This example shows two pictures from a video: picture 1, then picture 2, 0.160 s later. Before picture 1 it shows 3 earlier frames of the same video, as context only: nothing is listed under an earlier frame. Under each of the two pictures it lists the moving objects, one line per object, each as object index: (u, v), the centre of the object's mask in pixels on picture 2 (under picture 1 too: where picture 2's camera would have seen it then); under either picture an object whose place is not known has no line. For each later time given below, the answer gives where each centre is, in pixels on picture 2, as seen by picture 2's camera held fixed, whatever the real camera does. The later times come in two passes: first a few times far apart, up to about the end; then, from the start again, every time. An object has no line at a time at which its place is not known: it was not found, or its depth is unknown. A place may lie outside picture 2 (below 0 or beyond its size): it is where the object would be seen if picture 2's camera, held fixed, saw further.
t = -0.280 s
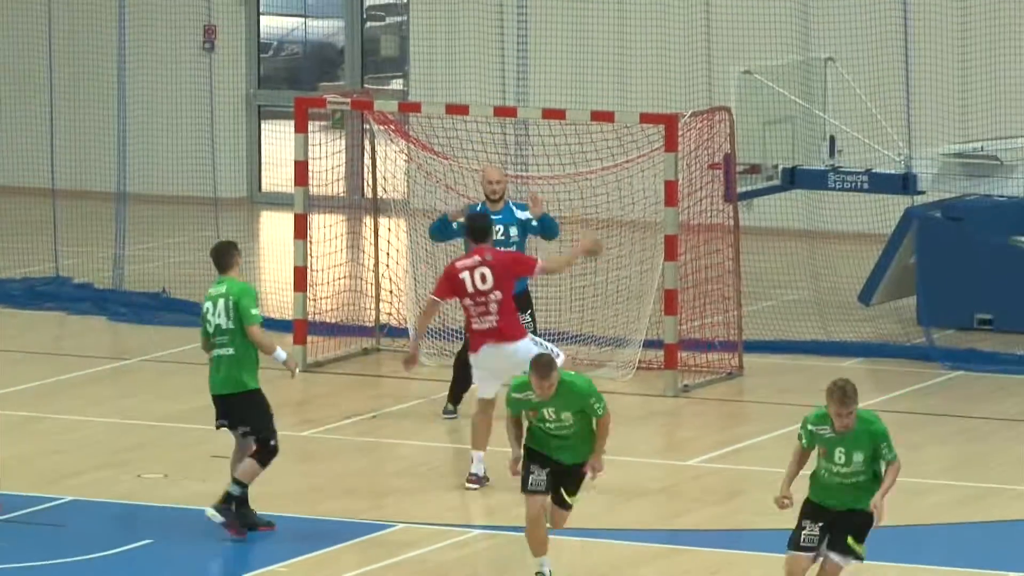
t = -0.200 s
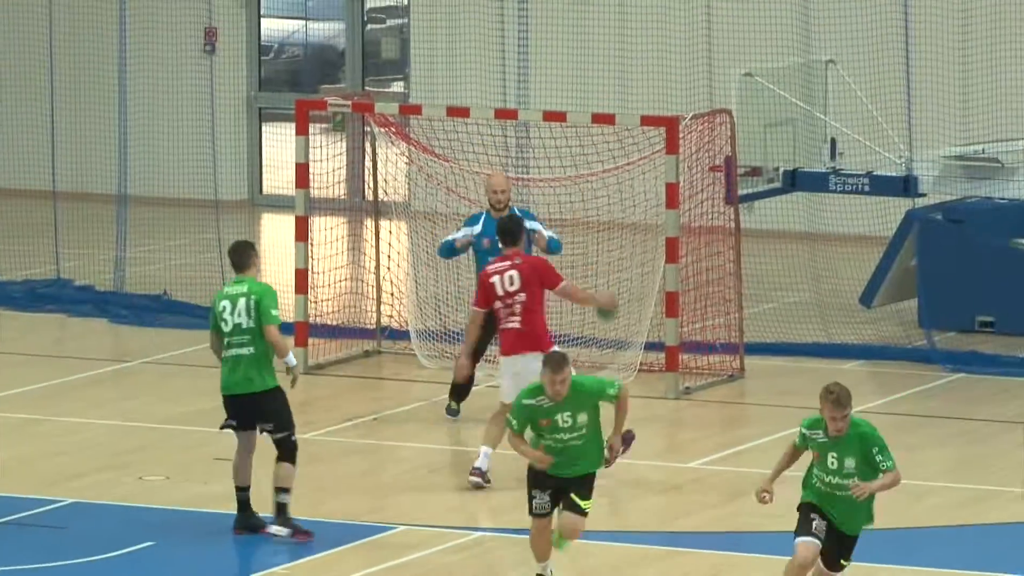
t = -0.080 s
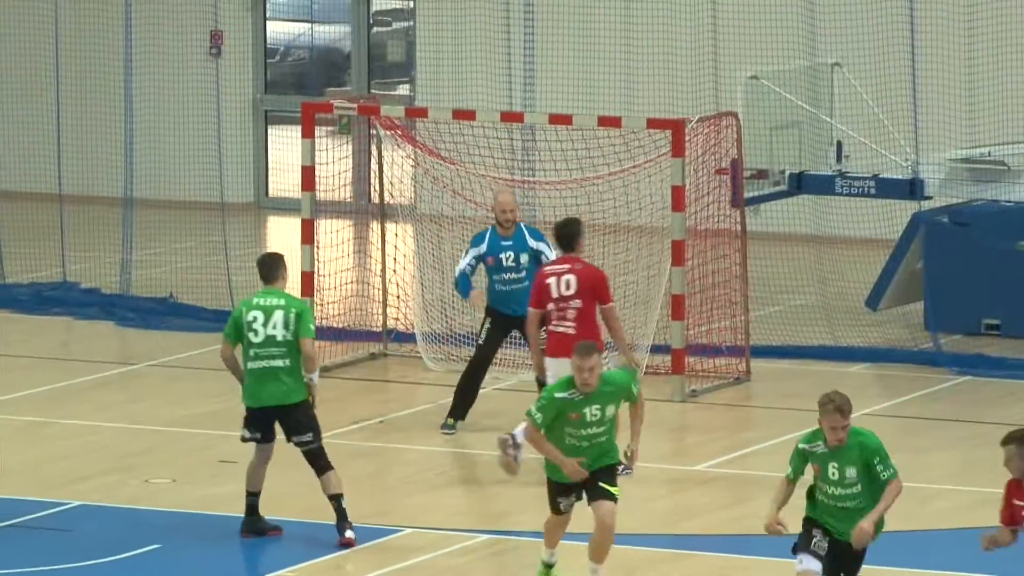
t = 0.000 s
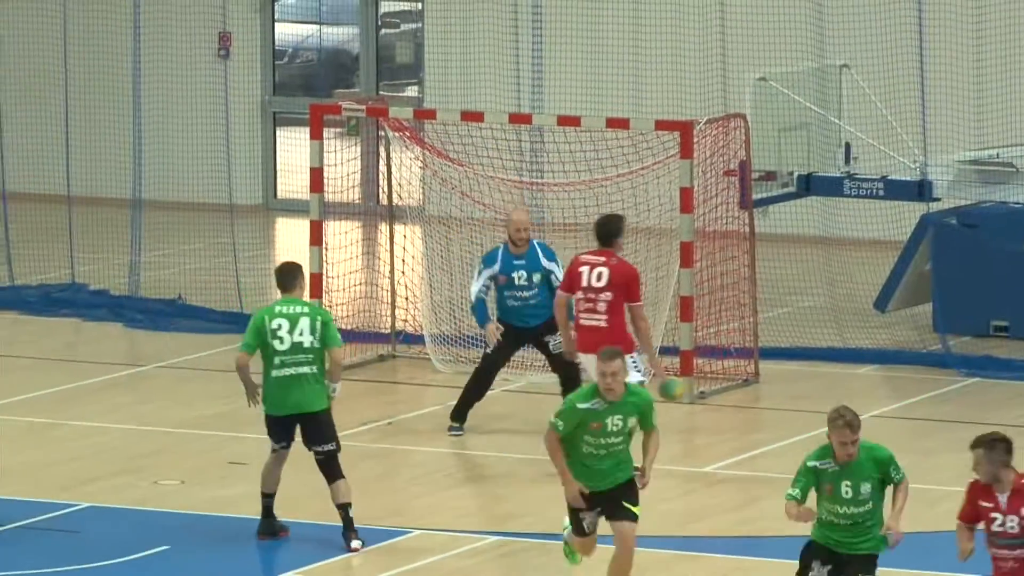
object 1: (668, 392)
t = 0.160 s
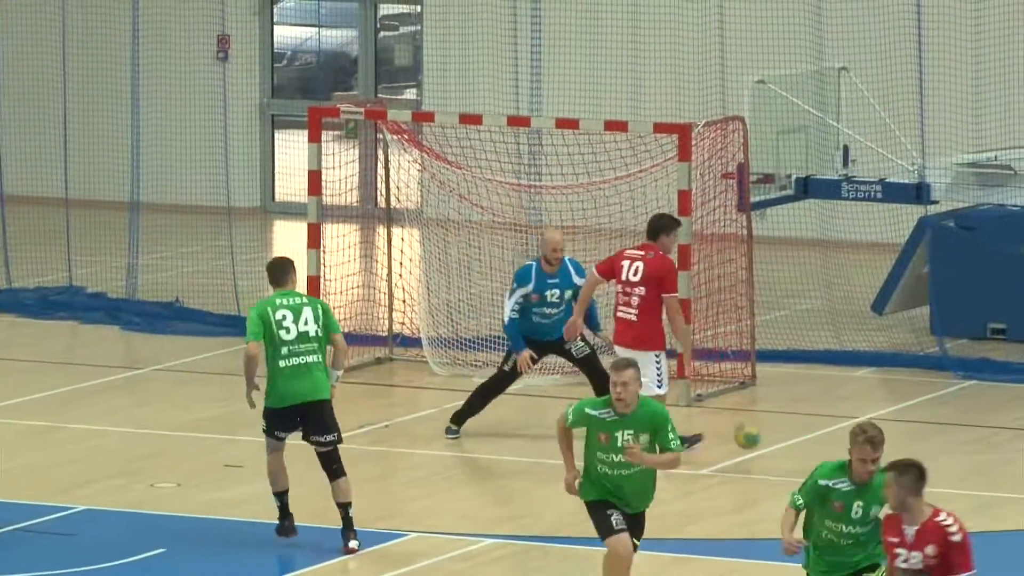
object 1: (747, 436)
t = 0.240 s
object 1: (780, 458)
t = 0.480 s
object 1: (841, 409)
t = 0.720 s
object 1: (898, 441)
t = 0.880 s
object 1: (938, 427)
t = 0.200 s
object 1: (766, 453)
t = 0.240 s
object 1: (780, 458)
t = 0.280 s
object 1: (790, 444)
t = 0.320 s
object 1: (801, 432)
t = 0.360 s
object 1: (811, 423)
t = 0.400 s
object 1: (821, 417)
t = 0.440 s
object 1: (830, 412)
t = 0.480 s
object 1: (841, 409)
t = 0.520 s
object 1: (849, 410)
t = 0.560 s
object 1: (861, 411)
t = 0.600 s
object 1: (870, 415)
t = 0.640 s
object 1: (880, 422)
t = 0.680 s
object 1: (889, 431)
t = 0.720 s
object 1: (898, 441)
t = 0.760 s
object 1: (907, 454)
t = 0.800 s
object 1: (917, 442)
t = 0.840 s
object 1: (926, 434)
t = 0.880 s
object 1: (938, 427)
